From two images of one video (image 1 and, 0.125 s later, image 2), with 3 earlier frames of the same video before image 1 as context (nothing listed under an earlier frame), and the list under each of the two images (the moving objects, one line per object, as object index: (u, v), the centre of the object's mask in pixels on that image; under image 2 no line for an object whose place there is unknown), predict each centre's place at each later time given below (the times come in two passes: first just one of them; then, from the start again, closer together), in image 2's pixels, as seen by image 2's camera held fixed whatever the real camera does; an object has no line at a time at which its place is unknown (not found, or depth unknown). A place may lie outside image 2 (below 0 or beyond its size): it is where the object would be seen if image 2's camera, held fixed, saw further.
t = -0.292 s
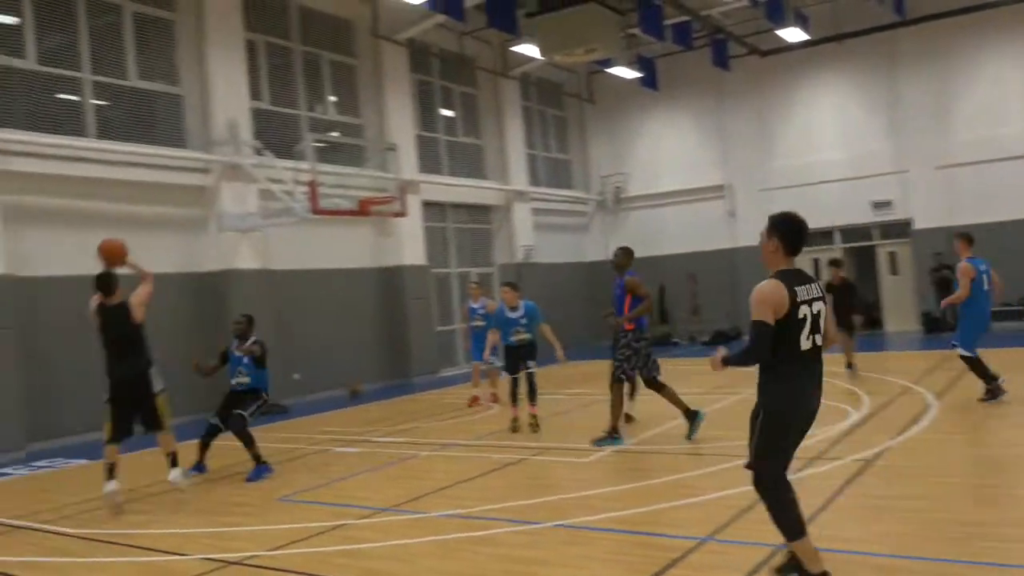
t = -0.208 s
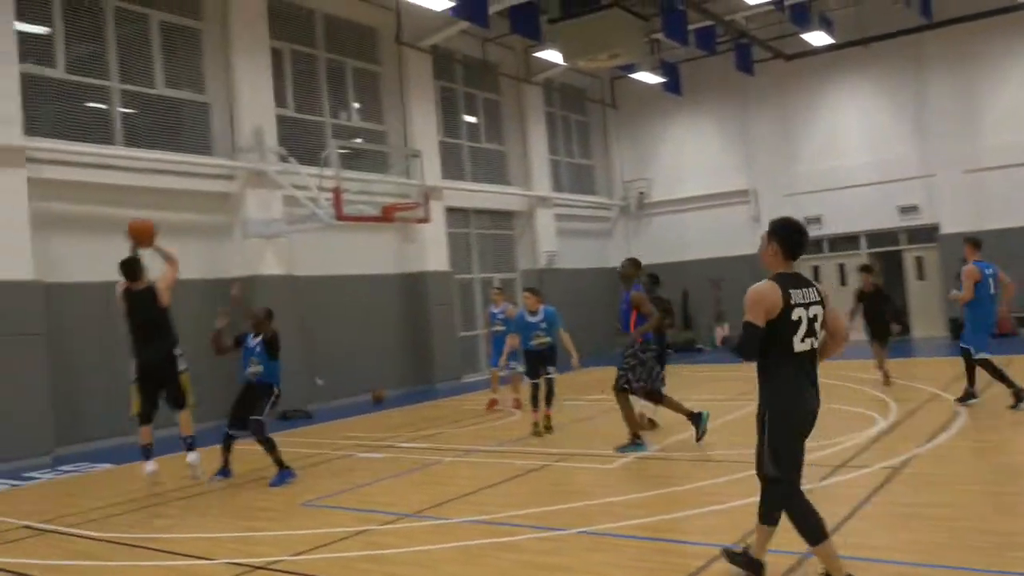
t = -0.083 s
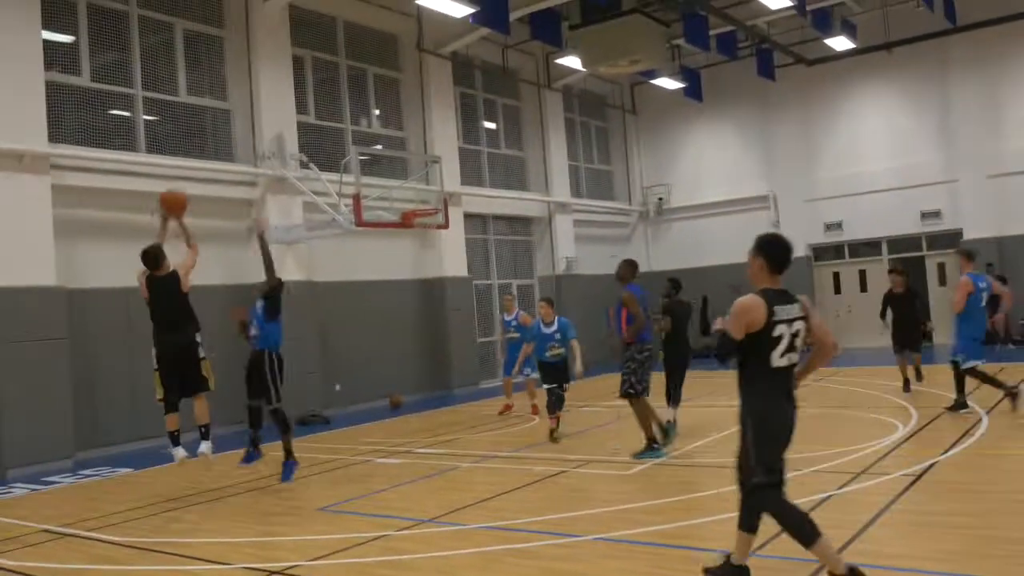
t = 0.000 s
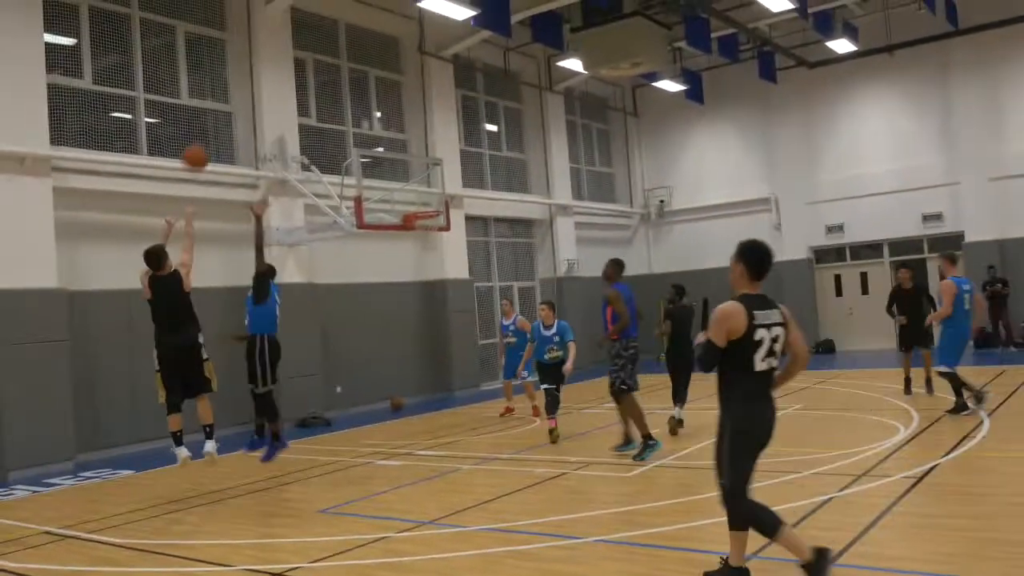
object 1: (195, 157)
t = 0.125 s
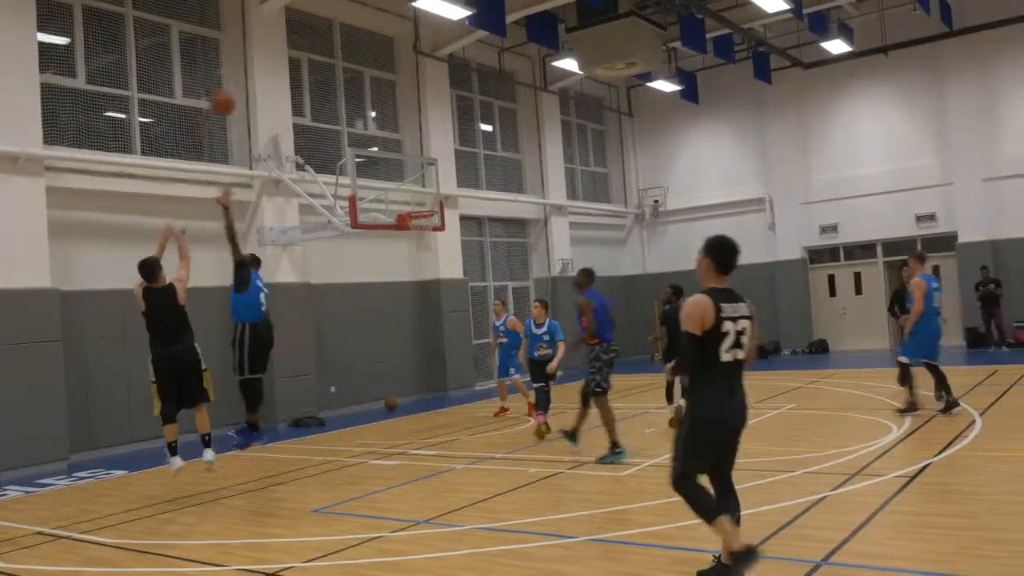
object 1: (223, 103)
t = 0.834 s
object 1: (363, 99)
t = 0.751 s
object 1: (350, 82)
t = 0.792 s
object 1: (355, 89)
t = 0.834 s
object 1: (363, 99)
